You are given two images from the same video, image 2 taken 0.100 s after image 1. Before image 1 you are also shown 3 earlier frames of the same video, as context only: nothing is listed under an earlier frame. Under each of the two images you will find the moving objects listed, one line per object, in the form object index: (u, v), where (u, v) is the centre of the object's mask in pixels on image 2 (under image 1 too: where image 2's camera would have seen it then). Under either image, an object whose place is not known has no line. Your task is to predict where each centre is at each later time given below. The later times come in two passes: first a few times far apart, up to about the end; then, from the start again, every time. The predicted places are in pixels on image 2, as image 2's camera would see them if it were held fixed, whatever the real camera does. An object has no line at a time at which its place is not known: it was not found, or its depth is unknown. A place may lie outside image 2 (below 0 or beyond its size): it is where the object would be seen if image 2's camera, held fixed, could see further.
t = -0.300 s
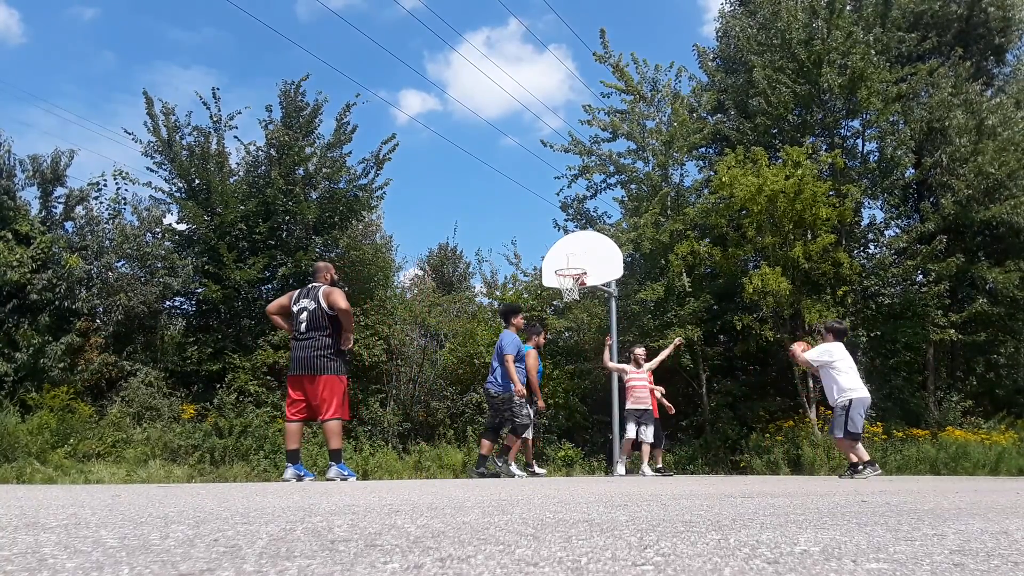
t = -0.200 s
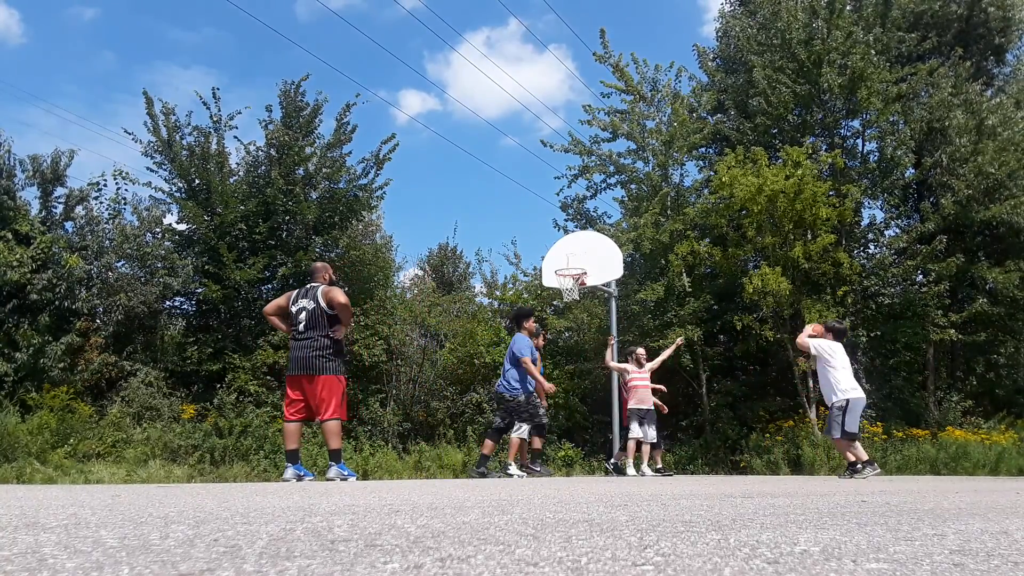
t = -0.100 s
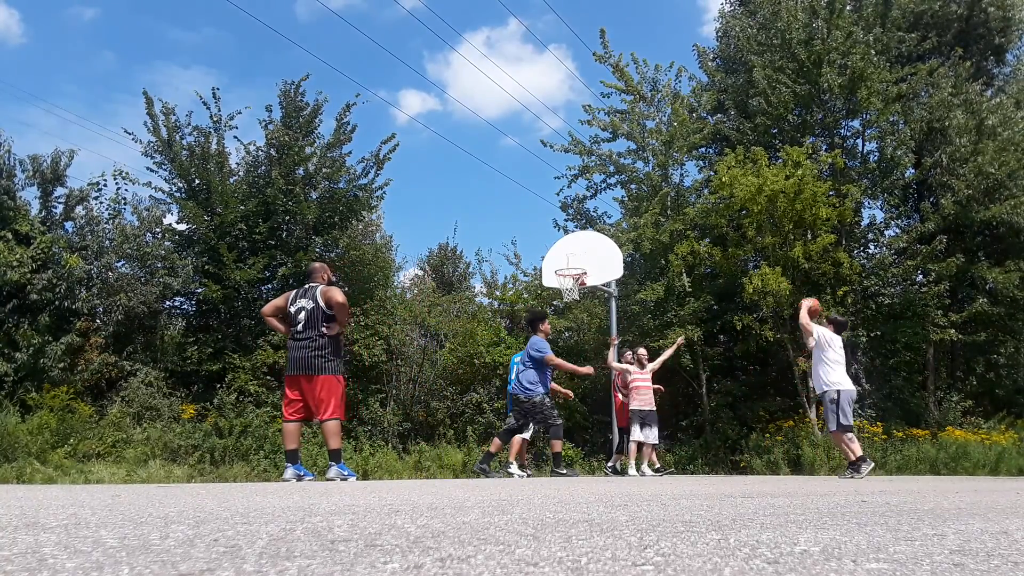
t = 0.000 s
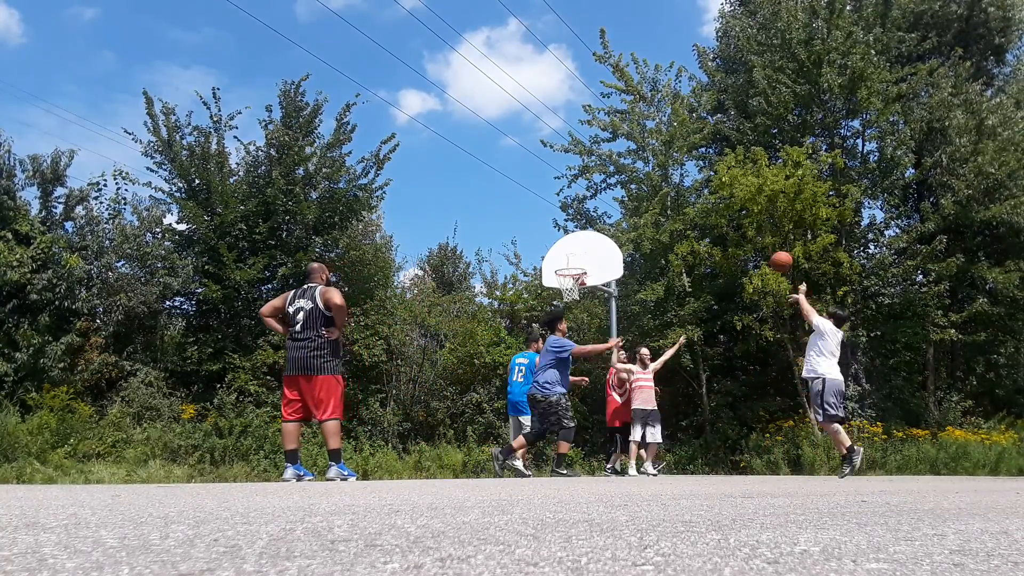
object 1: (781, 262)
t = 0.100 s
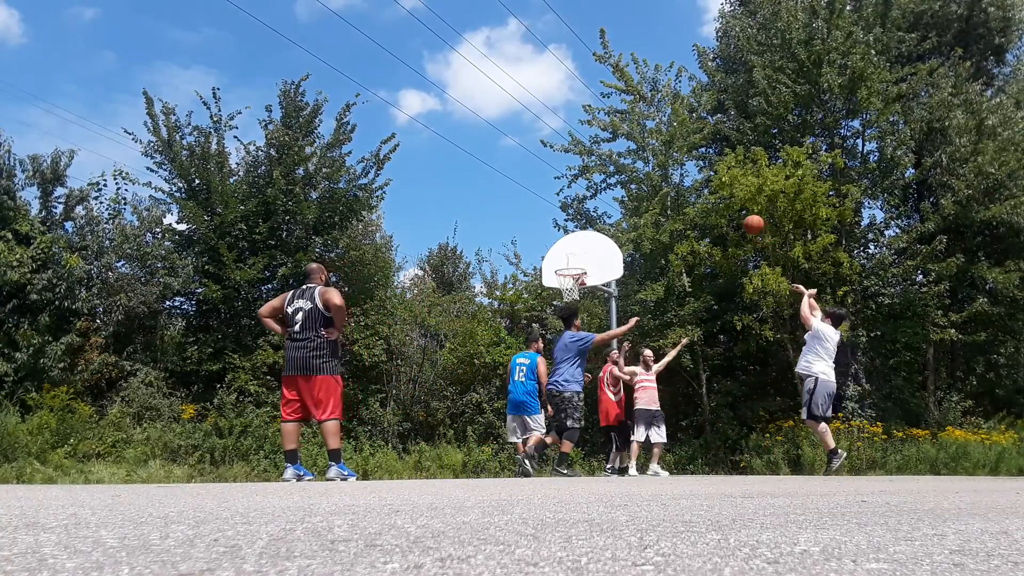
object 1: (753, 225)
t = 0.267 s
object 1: (712, 186)
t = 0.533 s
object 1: (657, 170)
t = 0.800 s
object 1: (610, 201)
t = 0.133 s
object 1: (745, 214)
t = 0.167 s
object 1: (737, 206)
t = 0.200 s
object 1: (728, 198)
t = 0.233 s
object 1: (720, 192)
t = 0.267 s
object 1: (712, 186)
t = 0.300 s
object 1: (705, 181)
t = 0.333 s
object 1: (697, 177)
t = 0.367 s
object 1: (690, 174)
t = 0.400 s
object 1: (683, 171)
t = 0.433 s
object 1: (676, 170)
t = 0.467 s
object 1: (669, 169)
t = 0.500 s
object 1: (663, 169)
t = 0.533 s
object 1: (657, 170)
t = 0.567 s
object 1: (651, 171)
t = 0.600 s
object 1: (644, 173)
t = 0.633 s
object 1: (639, 176)
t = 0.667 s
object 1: (632, 180)
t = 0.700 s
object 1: (627, 184)
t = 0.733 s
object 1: (622, 189)
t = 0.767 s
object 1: (616, 194)
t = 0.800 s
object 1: (610, 201)
